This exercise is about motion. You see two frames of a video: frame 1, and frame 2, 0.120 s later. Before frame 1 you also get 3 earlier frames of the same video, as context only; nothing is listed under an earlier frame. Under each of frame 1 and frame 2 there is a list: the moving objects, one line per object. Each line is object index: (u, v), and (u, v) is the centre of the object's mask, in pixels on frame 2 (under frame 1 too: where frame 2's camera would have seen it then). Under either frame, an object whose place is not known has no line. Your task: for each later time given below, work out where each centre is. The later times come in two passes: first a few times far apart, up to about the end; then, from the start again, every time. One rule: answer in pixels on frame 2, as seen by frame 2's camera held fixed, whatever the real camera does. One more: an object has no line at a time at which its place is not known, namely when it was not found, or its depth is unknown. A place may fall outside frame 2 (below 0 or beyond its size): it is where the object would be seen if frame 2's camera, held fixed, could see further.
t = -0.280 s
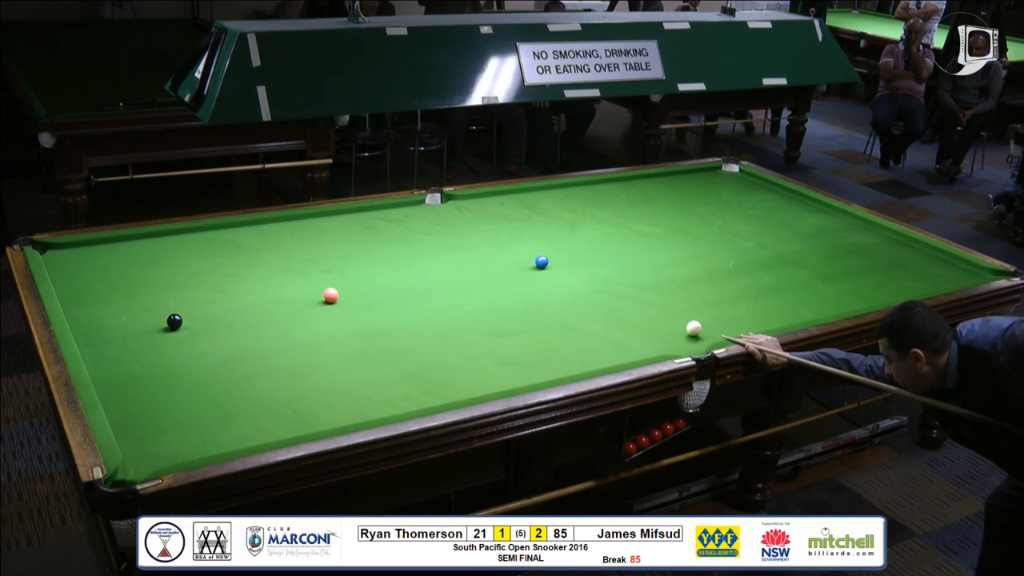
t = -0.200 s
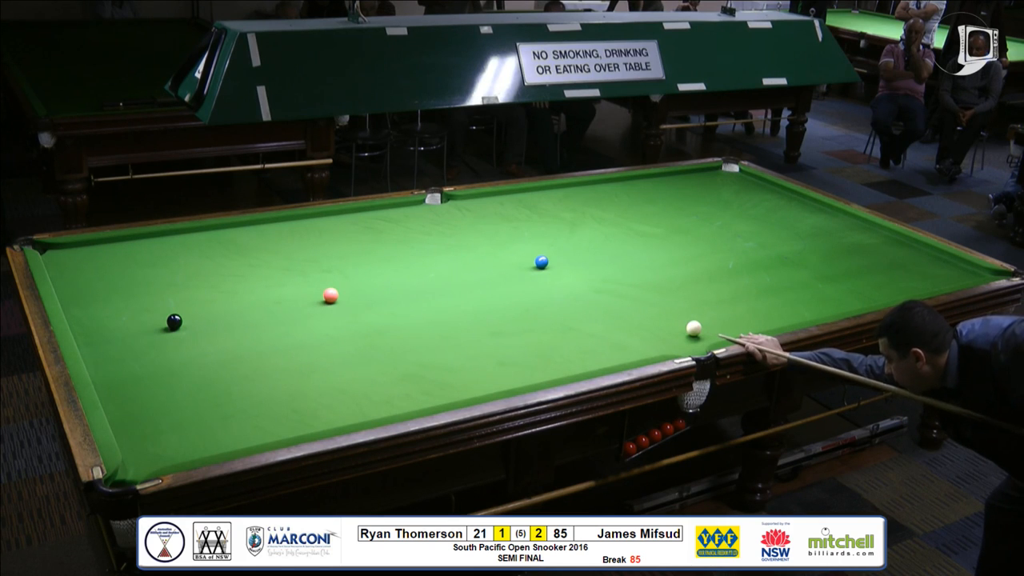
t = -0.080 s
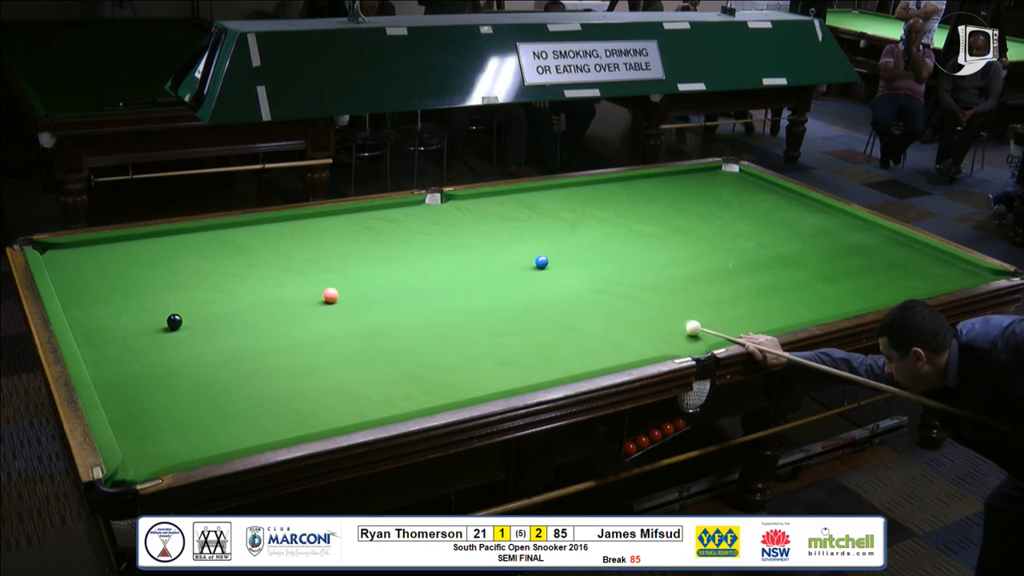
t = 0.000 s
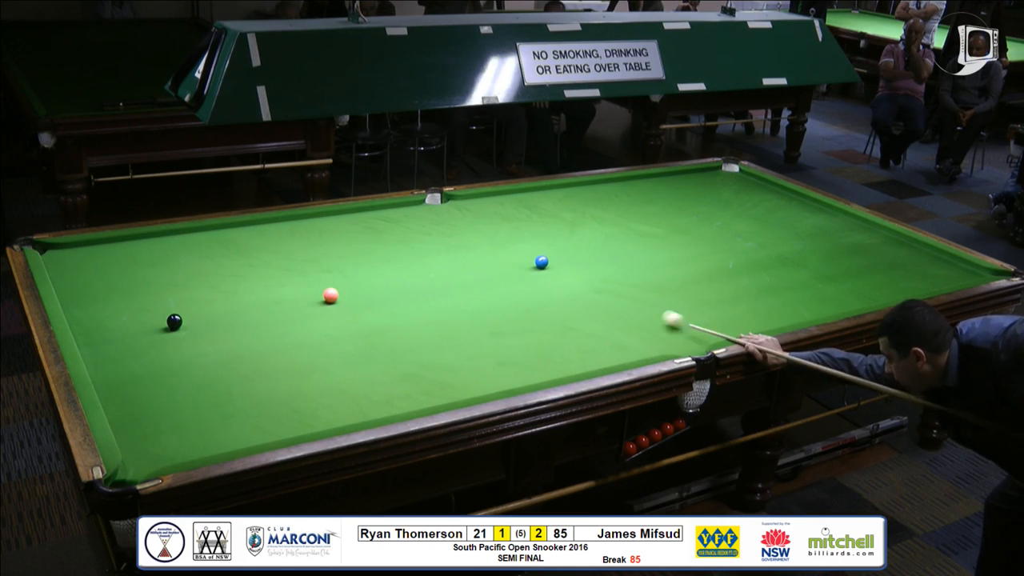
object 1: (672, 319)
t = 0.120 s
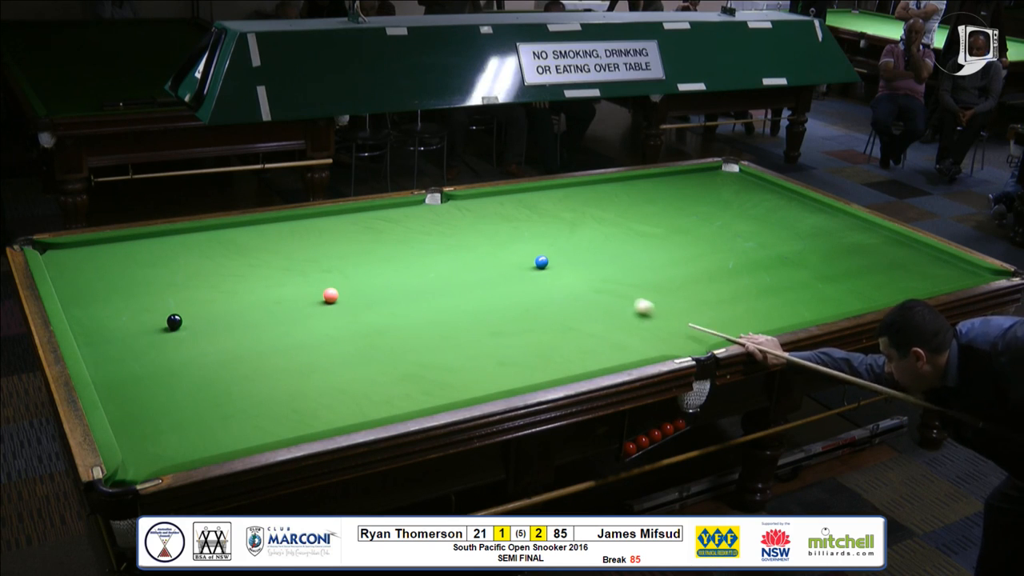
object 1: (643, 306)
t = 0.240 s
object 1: (616, 295)
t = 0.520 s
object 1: (558, 270)
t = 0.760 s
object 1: (531, 265)
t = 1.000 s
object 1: (510, 262)
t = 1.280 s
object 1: (488, 259)
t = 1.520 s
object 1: (471, 257)
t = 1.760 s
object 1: (455, 255)
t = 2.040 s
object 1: (439, 253)
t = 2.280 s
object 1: (427, 251)
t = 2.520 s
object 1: (416, 250)
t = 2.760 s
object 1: (406, 248)
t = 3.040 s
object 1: (397, 247)
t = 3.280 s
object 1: (391, 246)
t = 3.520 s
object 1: (386, 245)
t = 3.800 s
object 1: (383, 244)
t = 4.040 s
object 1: (381, 244)
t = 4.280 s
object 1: (381, 244)
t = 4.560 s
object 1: (381, 244)
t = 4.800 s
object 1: (381, 244)
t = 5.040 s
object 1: (381, 244)
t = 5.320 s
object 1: (381, 244)
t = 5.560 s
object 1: (381, 244)
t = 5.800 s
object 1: (381, 244)
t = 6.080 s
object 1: (381, 244)
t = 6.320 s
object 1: (381, 244)
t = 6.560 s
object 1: (381, 244)
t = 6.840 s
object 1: (381, 244)
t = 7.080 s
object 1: (381, 244)
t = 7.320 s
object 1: (381, 244)
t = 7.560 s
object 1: (381, 244)
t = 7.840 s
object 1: (381, 244)
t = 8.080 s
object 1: (381, 244)
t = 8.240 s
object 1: (381, 244)
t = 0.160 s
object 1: (634, 303)
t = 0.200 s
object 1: (625, 299)
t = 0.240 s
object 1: (616, 295)
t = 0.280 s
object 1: (608, 291)
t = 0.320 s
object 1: (598, 287)
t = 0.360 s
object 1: (590, 284)
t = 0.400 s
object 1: (582, 280)
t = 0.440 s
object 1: (573, 277)
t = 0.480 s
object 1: (566, 274)
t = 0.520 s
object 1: (558, 270)
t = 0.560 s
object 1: (551, 268)
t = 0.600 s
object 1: (546, 266)
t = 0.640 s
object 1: (542, 266)
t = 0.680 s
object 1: (539, 266)
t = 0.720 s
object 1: (535, 265)
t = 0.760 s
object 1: (531, 265)
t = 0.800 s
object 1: (528, 264)
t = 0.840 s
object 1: (524, 264)
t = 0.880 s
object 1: (520, 263)
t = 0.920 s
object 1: (517, 263)
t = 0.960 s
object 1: (514, 262)
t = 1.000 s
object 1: (510, 262)
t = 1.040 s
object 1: (507, 262)
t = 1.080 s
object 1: (504, 261)
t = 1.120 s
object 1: (500, 261)
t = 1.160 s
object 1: (497, 260)
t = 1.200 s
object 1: (494, 260)
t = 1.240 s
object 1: (491, 260)
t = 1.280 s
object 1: (488, 259)
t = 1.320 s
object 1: (485, 259)
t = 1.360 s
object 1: (482, 259)
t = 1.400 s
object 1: (479, 258)
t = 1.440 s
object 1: (476, 258)
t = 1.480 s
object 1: (474, 257)
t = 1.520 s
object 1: (471, 257)
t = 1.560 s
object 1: (468, 257)
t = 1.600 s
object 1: (466, 256)
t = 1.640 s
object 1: (463, 256)
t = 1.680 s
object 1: (460, 256)
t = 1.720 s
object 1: (458, 255)
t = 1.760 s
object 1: (455, 255)
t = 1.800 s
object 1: (453, 255)
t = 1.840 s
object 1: (450, 254)
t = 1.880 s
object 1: (448, 254)
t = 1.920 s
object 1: (446, 254)
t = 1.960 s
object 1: (443, 253)
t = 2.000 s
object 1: (441, 253)
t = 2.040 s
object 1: (439, 253)
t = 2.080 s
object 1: (437, 252)
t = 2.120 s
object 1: (435, 252)
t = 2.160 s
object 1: (433, 252)
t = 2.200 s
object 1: (431, 252)
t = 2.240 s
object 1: (429, 251)
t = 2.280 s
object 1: (427, 251)
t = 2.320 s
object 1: (425, 251)
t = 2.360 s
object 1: (423, 251)
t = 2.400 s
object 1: (421, 250)
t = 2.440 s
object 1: (419, 250)
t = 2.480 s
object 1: (417, 250)
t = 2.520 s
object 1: (416, 250)
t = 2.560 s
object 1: (414, 249)
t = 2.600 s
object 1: (413, 249)
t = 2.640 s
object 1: (411, 249)
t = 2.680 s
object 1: (409, 249)
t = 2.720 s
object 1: (408, 249)
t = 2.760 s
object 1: (406, 248)
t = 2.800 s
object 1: (405, 248)
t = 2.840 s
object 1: (404, 248)
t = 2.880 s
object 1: (402, 248)
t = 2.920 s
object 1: (401, 248)
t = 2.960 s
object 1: (400, 247)
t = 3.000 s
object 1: (398, 247)
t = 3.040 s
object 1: (397, 247)
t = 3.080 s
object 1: (396, 247)
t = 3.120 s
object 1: (395, 247)
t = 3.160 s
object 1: (394, 246)
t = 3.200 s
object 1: (393, 246)
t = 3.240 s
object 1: (392, 246)
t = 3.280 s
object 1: (391, 246)
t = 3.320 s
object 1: (390, 246)
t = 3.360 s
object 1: (389, 246)
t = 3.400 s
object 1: (389, 245)
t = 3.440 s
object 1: (388, 245)
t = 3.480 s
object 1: (387, 245)
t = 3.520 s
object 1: (386, 245)
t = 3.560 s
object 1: (386, 245)
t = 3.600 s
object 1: (385, 245)
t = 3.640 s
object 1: (385, 245)
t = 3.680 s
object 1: (384, 245)
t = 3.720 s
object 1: (384, 245)
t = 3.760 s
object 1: (383, 245)
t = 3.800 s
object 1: (383, 244)
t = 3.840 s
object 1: (382, 244)
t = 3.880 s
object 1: (382, 244)
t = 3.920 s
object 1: (382, 244)
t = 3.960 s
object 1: (382, 244)
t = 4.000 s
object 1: (381, 244)
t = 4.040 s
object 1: (381, 244)
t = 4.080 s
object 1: (381, 244)
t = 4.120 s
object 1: (381, 244)
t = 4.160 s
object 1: (381, 244)
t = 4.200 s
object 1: (381, 244)
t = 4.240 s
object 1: (381, 244)
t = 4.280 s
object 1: (381, 244)
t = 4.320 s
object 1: (381, 244)
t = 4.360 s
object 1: (381, 244)
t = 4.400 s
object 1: (381, 244)
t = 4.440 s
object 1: (381, 244)
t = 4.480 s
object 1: (381, 244)
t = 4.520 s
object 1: (381, 244)
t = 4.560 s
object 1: (381, 244)
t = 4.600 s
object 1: (381, 244)
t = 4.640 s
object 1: (381, 244)
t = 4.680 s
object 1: (381, 244)
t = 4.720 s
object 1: (381, 244)
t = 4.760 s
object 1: (381, 244)
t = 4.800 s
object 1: (381, 244)
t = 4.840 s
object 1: (381, 244)
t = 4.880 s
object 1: (381, 244)
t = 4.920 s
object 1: (381, 244)
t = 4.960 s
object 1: (381, 244)
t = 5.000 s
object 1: (381, 244)
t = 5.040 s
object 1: (381, 244)
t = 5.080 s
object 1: (381, 244)
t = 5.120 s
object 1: (381, 244)
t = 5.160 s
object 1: (381, 244)
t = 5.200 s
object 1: (381, 244)
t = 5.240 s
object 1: (381, 244)
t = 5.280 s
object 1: (381, 244)
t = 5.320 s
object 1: (381, 244)
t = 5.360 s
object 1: (381, 244)
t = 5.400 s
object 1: (381, 244)
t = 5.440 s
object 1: (381, 244)
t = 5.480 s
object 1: (381, 244)
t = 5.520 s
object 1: (381, 244)
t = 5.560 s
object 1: (381, 244)
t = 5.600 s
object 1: (381, 244)
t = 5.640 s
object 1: (381, 244)
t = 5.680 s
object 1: (381, 244)
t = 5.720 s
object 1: (381, 244)
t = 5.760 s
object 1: (381, 244)
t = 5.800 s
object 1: (381, 244)
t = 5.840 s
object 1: (381, 244)
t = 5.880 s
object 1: (381, 244)
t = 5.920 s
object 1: (381, 244)
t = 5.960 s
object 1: (381, 244)
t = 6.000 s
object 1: (381, 244)
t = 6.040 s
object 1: (381, 244)
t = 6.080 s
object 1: (381, 244)
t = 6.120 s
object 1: (381, 244)
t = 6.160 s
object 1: (381, 244)
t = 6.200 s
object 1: (381, 244)
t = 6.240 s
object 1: (381, 244)
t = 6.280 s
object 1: (381, 244)
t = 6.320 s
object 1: (381, 244)
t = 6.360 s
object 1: (381, 244)
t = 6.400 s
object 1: (381, 244)
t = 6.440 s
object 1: (381, 244)
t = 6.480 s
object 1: (381, 244)
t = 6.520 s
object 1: (381, 244)
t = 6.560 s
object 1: (381, 244)
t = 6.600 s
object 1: (381, 244)
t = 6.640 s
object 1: (381, 244)
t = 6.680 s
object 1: (381, 244)
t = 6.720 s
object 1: (381, 244)
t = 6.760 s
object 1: (381, 244)
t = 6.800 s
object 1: (381, 244)
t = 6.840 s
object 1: (381, 244)
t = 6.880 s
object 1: (381, 244)
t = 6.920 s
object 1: (381, 244)
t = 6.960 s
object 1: (381, 244)
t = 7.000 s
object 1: (381, 244)
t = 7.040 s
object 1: (381, 244)
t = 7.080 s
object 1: (381, 244)
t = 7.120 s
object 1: (381, 244)
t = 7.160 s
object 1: (381, 244)
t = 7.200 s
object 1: (381, 244)
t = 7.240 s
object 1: (381, 244)
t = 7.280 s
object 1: (381, 244)
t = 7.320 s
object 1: (381, 244)
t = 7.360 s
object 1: (381, 244)
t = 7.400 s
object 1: (381, 244)
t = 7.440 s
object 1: (381, 244)
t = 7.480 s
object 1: (381, 244)
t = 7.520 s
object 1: (381, 244)
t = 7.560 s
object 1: (381, 244)
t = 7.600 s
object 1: (381, 244)
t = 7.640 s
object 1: (381, 244)
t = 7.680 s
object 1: (381, 244)
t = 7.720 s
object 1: (381, 244)
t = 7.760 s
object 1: (381, 244)
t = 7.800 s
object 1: (381, 244)
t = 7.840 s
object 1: (381, 244)
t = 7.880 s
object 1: (381, 244)
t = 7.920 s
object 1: (381, 244)
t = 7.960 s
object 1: (381, 244)
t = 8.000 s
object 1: (381, 244)
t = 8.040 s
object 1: (381, 244)
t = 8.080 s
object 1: (381, 244)
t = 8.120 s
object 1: (381, 244)
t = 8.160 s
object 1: (381, 244)
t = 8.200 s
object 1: (381, 244)
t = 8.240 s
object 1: (381, 244)
